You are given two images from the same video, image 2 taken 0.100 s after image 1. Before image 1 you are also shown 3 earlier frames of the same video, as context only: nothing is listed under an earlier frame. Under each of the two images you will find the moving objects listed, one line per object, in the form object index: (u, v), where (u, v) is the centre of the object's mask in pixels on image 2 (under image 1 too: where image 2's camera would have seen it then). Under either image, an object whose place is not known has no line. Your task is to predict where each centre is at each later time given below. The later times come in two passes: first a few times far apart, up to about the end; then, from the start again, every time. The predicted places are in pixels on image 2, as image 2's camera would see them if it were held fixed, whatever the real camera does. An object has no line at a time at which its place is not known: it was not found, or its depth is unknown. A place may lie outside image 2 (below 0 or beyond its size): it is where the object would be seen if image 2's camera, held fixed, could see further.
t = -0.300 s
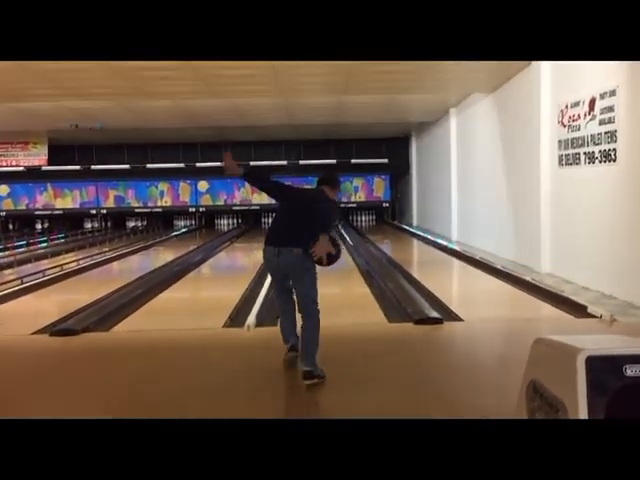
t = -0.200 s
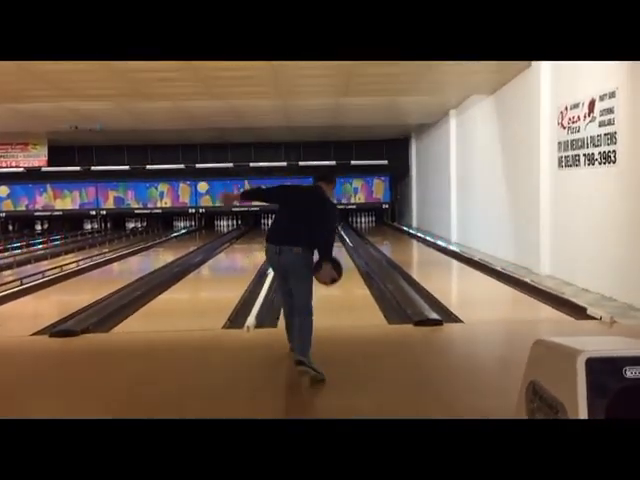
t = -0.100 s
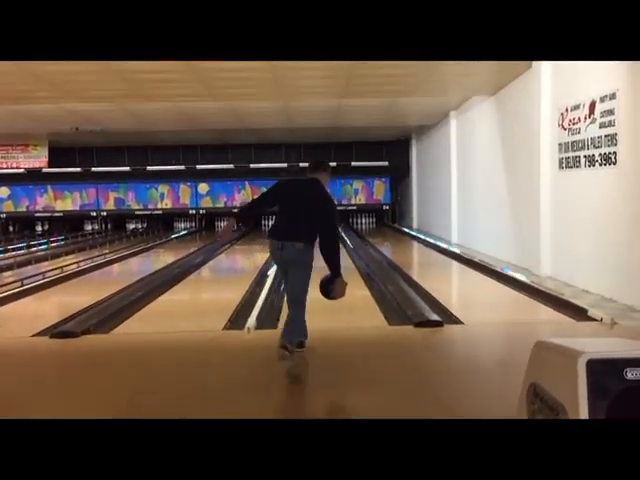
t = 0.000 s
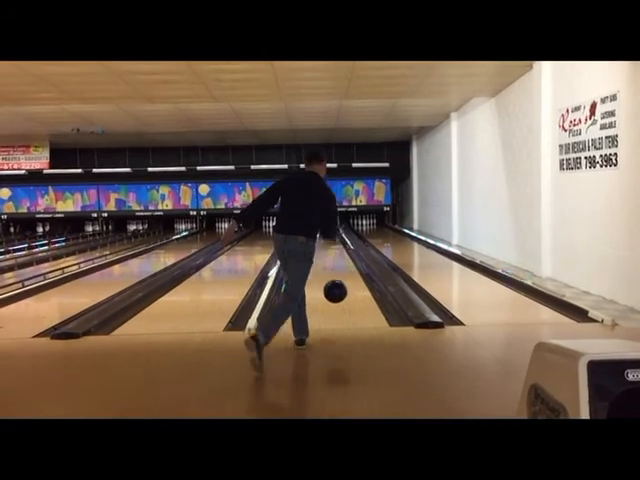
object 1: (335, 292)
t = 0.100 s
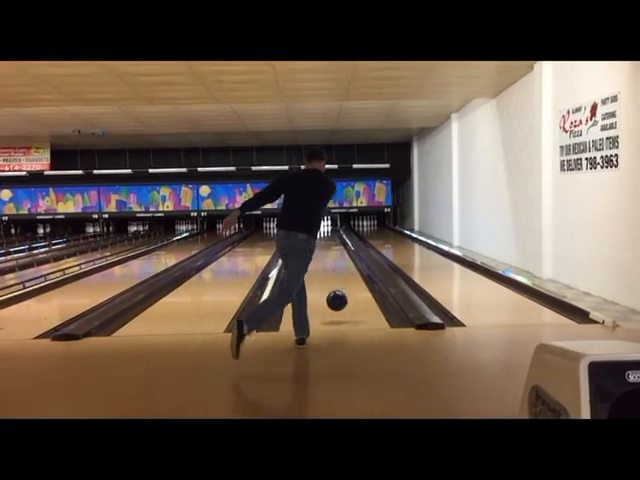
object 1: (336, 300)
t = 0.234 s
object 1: (337, 296)
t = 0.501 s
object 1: (337, 276)
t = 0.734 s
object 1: (336, 264)
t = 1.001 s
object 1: (335, 253)
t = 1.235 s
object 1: (334, 247)
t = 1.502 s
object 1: (332, 241)
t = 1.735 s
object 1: (331, 238)
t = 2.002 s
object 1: (330, 233)
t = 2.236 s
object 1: (328, 230)
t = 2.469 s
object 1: (325, 228)
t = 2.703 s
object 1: (322, 228)
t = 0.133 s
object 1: (337, 305)
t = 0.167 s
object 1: (337, 303)
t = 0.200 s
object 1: (337, 299)
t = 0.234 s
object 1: (337, 296)
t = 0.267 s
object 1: (337, 293)
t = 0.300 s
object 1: (337, 290)
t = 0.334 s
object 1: (337, 288)
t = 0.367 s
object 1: (337, 285)
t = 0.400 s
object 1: (337, 283)
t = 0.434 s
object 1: (337, 280)
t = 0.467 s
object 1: (337, 278)
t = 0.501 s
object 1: (337, 276)
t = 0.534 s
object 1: (336, 274)
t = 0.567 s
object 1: (337, 272)
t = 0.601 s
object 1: (336, 270)
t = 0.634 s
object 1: (336, 268)
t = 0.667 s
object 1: (336, 267)
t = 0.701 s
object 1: (336, 265)
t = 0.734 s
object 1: (336, 264)
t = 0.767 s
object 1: (339, 262)
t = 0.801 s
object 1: (336, 260)
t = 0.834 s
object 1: (336, 259)
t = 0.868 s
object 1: (335, 258)
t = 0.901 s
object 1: (335, 257)
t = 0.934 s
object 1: (335, 255)
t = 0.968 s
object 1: (335, 254)
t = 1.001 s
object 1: (335, 253)
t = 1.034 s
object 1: (335, 252)
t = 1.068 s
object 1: (335, 251)
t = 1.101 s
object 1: (334, 251)
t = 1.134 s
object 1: (334, 249)
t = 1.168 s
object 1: (334, 248)
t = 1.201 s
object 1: (334, 247)
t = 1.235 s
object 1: (334, 247)
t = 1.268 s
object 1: (334, 246)
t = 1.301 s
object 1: (334, 245)
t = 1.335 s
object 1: (333, 244)
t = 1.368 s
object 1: (333, 243)
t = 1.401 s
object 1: (333, 242)
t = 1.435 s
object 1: (333, 242)
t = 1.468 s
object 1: (332, 241)
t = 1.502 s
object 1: (332, 241)
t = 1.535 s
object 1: (332, 240)
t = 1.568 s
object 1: (332, 239)
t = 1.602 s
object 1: (332, 239)
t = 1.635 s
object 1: (331, 238)
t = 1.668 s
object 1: (331, 238)
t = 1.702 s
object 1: (331, 239)
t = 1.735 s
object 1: (331, 238)
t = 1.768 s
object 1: (330, 237)
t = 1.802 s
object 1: (331, 237)
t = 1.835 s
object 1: (330, 236)
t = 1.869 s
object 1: (330, 234)
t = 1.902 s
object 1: (330, 234)
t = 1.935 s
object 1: (330, 234)
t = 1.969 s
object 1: (330, 233)
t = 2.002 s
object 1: (330, 233)
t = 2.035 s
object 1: (330, 232)
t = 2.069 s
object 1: (329, 232)
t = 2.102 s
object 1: (329, 231)
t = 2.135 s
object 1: (329, 231)
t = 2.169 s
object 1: (329, 230)
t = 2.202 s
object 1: (328, 230)
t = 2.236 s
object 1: (328, 230)
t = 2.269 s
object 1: (327, 229)
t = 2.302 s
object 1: (327, 229)
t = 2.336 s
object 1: (326, 229)
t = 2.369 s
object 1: (326, 229)
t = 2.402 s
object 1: (326, 229)
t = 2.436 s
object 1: (325, 228)
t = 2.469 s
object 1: (325, 228)
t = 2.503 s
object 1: (325, 227)
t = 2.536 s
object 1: (325, 227)
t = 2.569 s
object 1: (325, 228)
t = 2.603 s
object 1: (324, 227)
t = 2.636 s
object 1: (323, 227)
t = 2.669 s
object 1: (322, 227)
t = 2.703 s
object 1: (322, 228)
